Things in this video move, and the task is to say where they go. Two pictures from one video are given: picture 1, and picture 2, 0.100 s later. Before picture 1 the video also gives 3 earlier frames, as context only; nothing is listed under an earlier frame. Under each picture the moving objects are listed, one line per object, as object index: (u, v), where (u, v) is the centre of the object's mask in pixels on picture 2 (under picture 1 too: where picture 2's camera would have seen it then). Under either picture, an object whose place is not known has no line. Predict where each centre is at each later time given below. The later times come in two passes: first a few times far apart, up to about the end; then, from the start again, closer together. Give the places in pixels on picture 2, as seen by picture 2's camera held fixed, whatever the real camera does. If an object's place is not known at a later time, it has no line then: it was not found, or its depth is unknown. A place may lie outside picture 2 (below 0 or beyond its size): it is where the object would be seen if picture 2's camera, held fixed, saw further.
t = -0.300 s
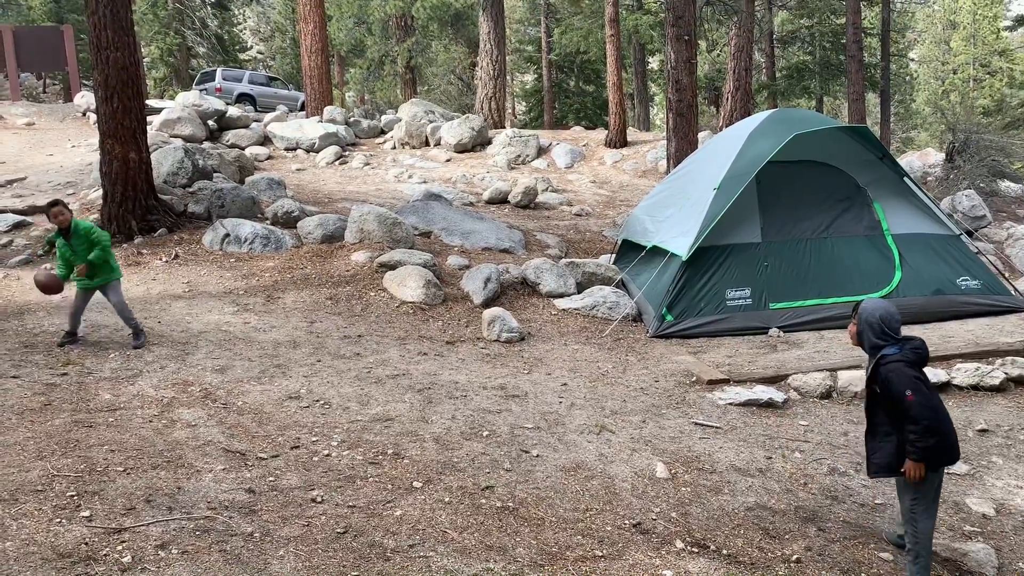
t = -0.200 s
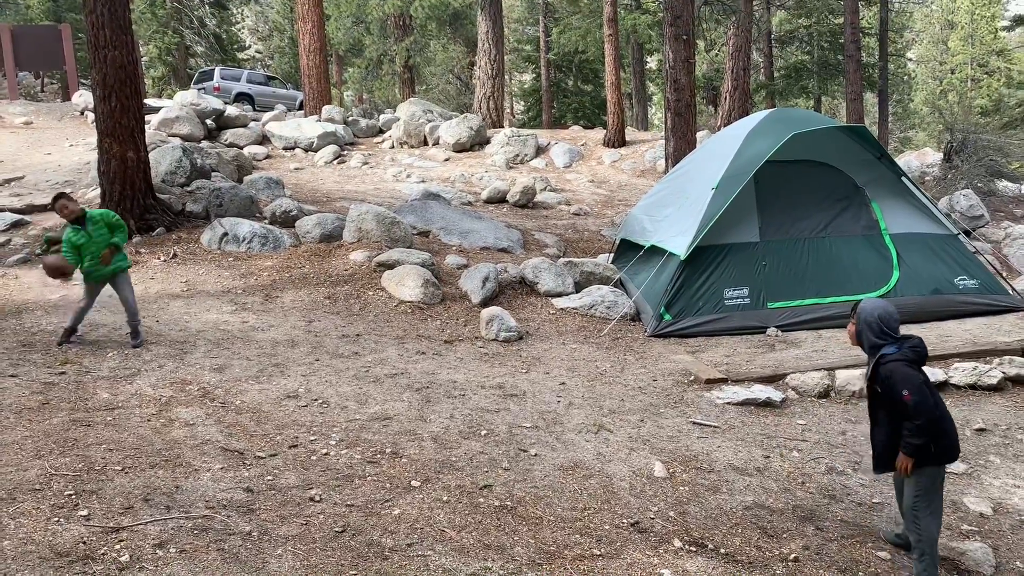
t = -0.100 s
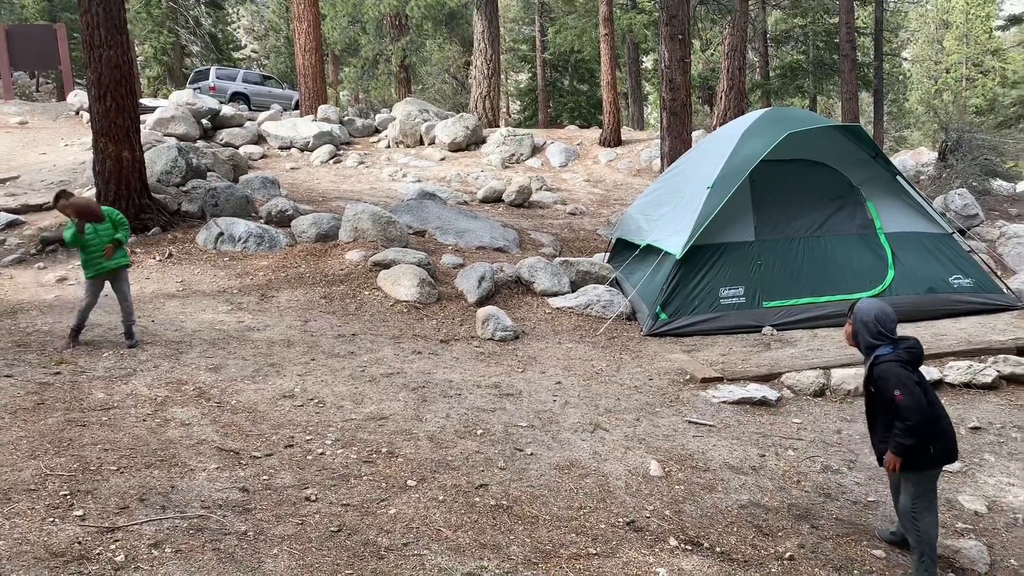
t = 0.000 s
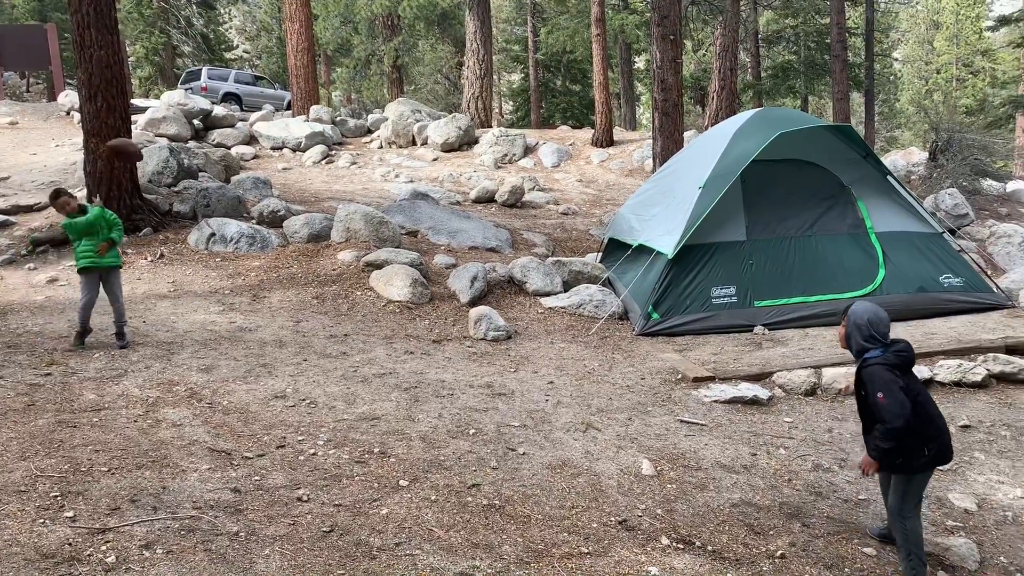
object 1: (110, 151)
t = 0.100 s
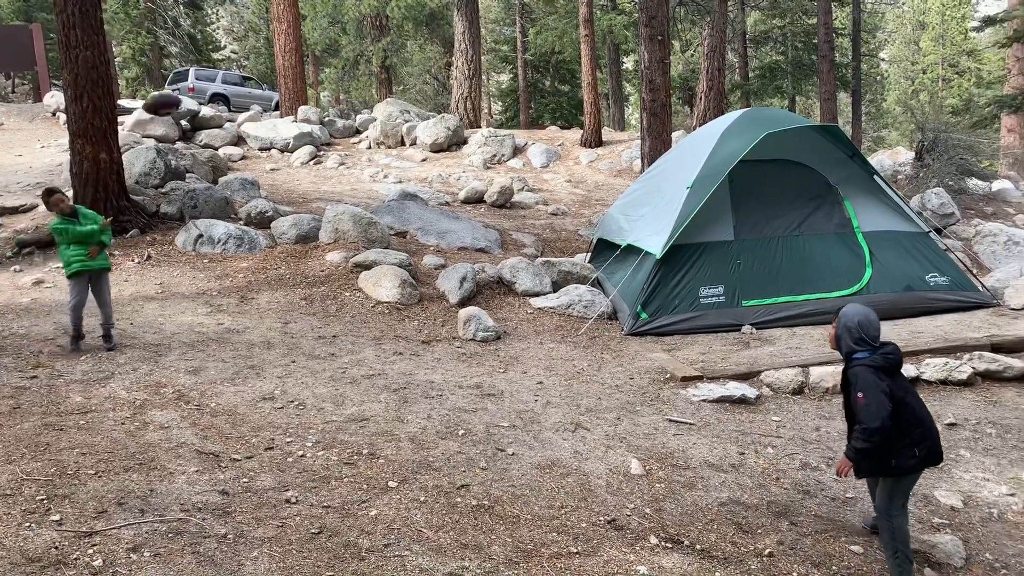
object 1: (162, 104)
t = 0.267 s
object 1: (256, 55)
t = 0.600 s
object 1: (479, 80)
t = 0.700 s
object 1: (551, 124)
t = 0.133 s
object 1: (180, 91)
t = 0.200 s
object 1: (219, 69)
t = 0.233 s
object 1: (238, 62)
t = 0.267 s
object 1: (256, 55)
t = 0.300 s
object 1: (277, 49)
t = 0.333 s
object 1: (298, 46)
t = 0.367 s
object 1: (320, 45)
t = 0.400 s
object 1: (341, 43)
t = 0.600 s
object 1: (479, 80)
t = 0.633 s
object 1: (503, 94)
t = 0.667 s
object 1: (527, 107)
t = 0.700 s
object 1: (551, 124)
